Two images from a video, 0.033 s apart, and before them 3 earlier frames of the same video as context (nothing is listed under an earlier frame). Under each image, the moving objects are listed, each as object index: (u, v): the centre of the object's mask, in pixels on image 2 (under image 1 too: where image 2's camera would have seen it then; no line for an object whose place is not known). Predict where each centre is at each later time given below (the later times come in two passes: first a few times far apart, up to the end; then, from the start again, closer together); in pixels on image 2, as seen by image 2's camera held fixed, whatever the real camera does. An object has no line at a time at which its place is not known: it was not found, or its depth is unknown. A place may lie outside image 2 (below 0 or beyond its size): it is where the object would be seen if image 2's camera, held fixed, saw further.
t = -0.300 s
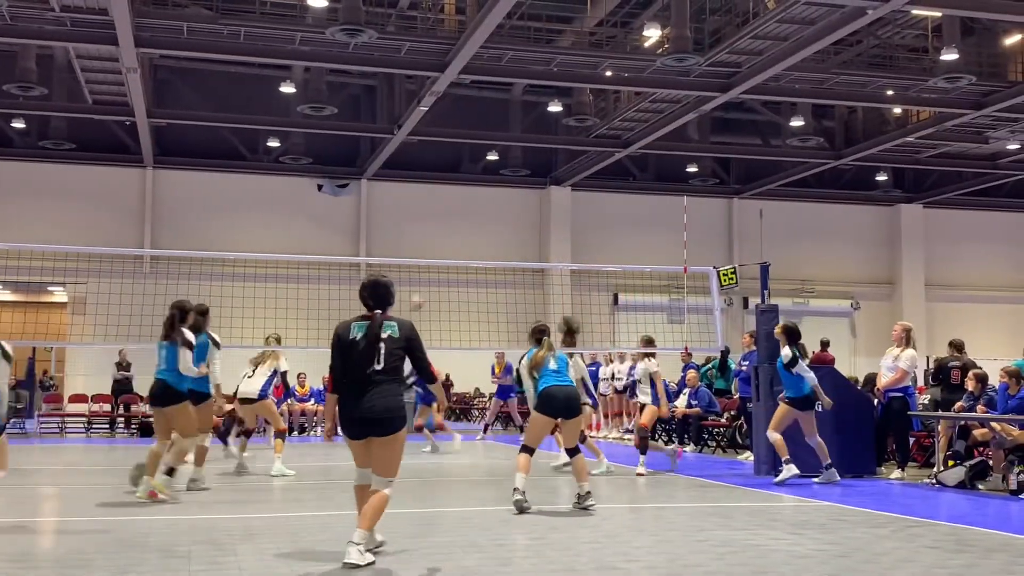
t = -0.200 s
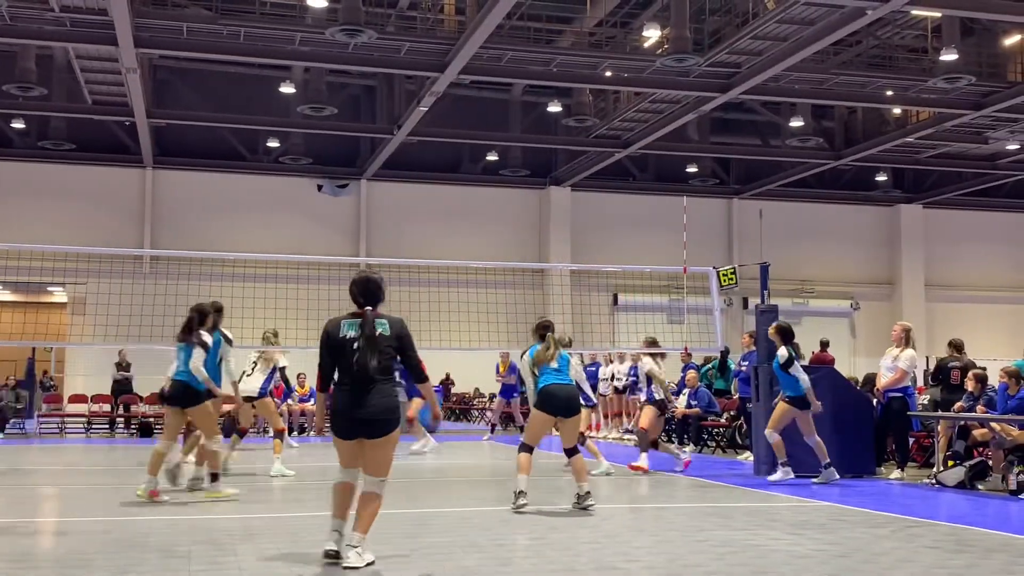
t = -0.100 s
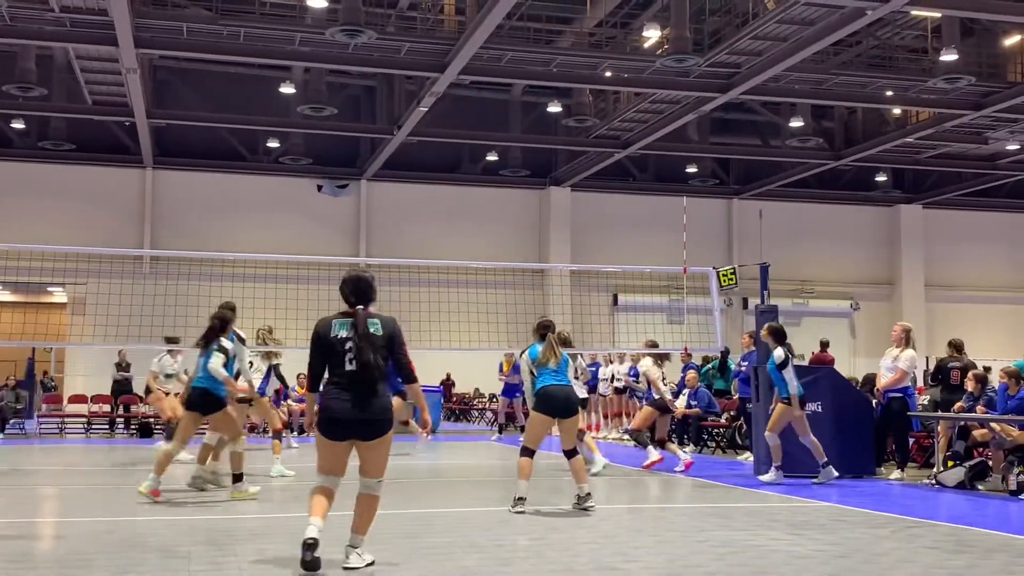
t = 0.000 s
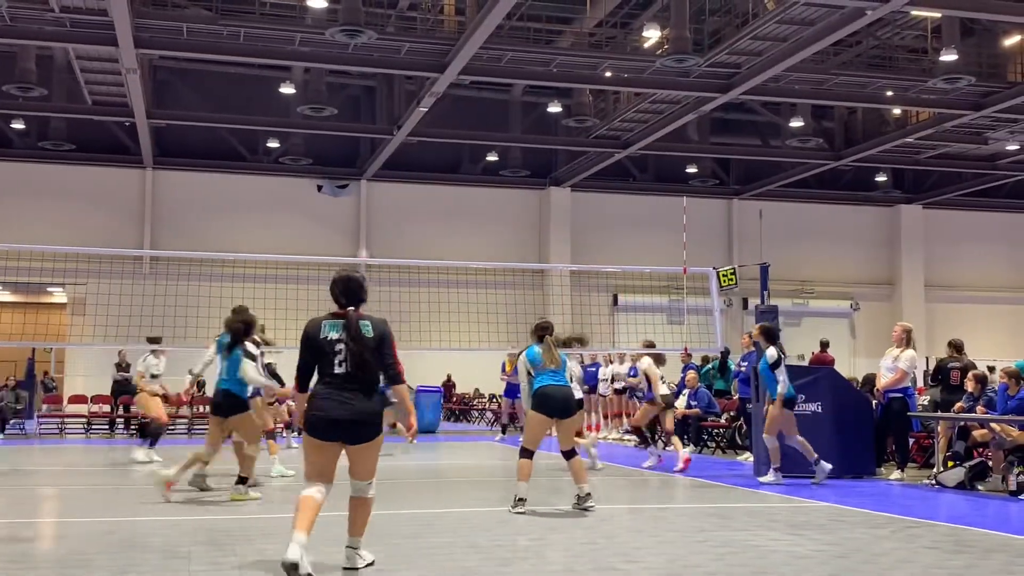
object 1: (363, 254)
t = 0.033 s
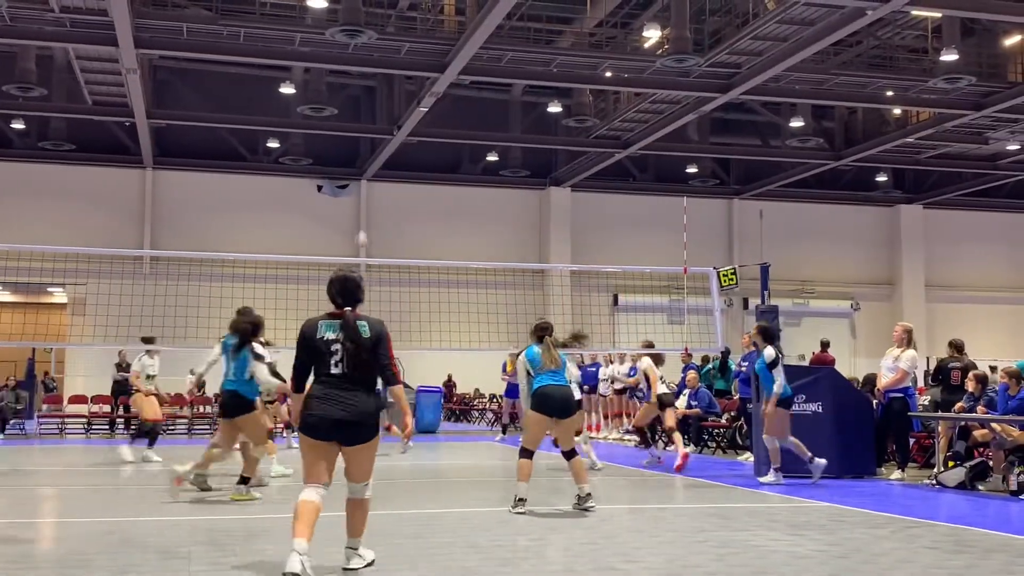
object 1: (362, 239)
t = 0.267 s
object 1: (347, 137)
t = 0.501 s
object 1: (326, 66)
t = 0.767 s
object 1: (303, 31)
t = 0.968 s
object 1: (285, 40)
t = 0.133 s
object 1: (355, 189)
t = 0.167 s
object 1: (353, 177)
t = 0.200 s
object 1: (351, 163)
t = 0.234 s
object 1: (349, 150)
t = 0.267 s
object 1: (347, 137)
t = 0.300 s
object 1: (344, 123)
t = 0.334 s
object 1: (341, 113)
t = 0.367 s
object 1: (339, 102)
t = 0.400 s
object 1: (337, 92)
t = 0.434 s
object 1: (334, 82)
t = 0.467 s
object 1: (330, 74)
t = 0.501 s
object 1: (326, 66)
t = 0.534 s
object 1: (324, 59)
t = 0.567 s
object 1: (320, 53)
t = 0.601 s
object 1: (317, 47)
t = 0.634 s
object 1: (314, 42)
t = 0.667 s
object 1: (311, 38)
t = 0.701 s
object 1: (308, 35)
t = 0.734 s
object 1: (305, 32)
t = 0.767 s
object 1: (303, 31)
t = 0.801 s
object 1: (299, 30)
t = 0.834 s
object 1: (296, 30)
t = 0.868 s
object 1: (293, 31)
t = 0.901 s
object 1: (291, 33)
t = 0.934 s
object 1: (288, 37)
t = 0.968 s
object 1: (285, 40)
